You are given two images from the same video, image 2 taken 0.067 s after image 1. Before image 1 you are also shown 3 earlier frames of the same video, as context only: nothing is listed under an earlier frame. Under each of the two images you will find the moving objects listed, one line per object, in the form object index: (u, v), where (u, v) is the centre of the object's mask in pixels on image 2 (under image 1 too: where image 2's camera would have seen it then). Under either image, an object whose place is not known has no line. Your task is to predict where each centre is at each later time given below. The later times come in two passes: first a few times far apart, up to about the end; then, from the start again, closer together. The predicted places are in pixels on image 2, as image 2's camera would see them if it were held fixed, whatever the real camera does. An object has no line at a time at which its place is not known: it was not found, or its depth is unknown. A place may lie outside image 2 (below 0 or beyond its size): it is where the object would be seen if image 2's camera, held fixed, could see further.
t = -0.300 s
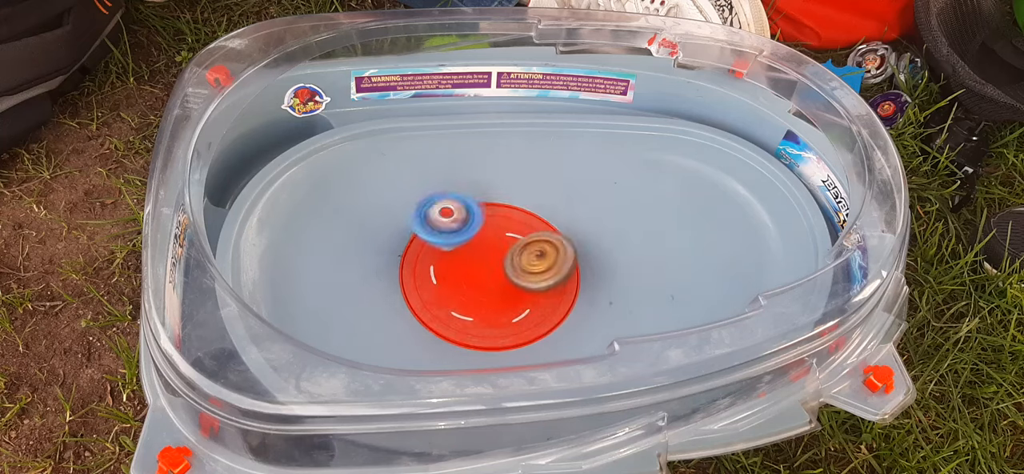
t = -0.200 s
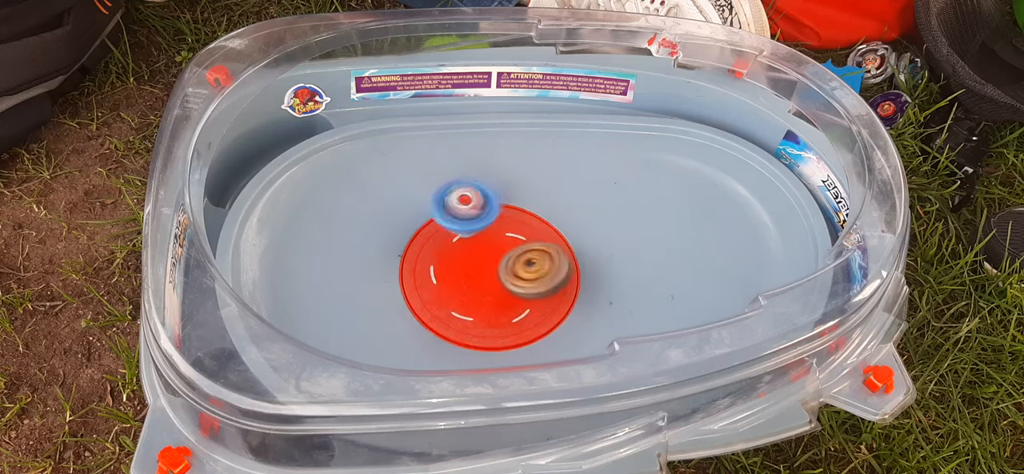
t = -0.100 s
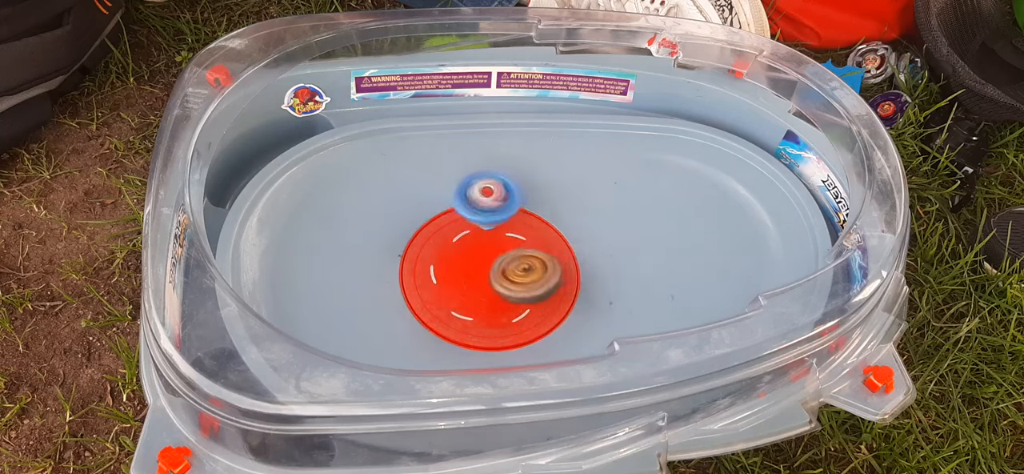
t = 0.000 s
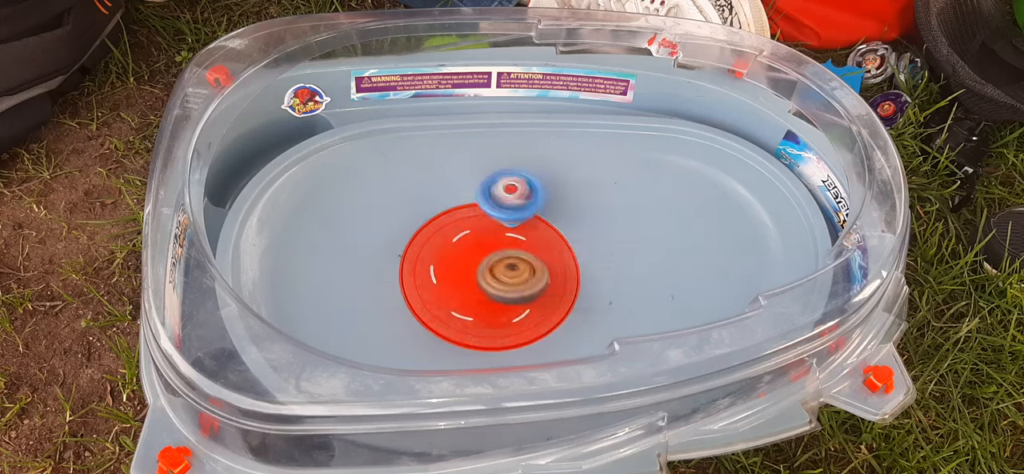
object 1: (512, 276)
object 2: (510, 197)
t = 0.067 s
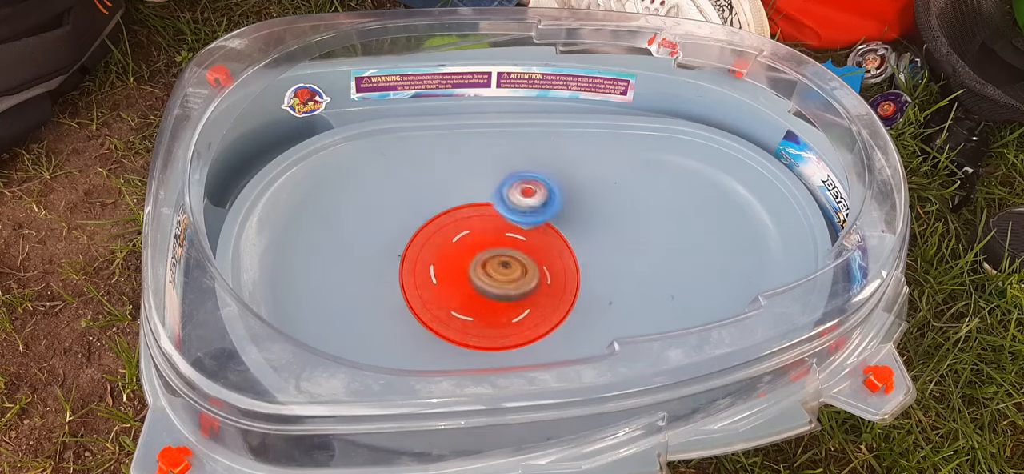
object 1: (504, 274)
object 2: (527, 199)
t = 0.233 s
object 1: (483, 261)
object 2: (555, 214)
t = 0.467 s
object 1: (478, 234)
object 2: (558, 252)
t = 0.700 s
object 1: (495, 218)
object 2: (522, 278)
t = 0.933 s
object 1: (518, 227)
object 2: (478, 278)
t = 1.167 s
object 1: (527, 253)
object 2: (459, 249)
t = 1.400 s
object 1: (508, 273)
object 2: (475, 219)
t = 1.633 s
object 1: (483, 270)
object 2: (511, 206)
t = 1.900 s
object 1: (477, 246)
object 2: (539, 228)
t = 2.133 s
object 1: (489, 227)
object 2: (552, 258)
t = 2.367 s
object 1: (512, 223)
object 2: (528, 273)
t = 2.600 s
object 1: (523, 222)
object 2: (500, 301)
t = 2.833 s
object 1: (516, 242)
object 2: (487, 292)
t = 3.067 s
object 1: (505, 241)
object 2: (471, 289)
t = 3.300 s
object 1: (496, 239)
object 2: (476, 297)
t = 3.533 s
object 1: (497, 236)
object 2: (486, 287)
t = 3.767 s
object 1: (507, 236)
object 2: (497, 288)
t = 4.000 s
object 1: (514, 239)
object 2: (510, 306)
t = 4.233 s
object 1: (515, 242)
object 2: (526, 297)
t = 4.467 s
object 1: (510, 236)
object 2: (524, 299)
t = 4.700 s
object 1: (512, 237)
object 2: (494, 296)
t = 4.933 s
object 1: (516, 227)
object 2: (474, 318)
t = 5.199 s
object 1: (495, 233)
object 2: (491, 317)
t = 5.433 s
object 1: (488, 233)
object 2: (489, 317)
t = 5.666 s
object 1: (493, 249)
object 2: (490, 317)
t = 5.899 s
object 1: (482, 250)
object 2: (489, 317)
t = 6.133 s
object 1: (480, 248)
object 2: (489, 317)
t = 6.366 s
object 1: (490, 259)
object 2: (489, 317)
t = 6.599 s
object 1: (493, 255)
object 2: (489, 317)
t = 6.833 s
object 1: (494, 254)
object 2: (489, 317)
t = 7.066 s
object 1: (494, 254)
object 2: (489, 317)
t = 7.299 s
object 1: (494, 254)
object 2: (489, 317)
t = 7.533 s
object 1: (494, 254)
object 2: (489, 317)
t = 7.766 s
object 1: (494, 254)
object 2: (489, 317)
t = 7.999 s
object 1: (494, 254)
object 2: (489, 317)
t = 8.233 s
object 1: (494, 254)
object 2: (489, 317)
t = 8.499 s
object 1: (494, 254)
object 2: (489, 317)
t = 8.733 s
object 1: (494, 254)
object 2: (489, 317)
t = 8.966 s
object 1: (494, 254)
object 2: (489, 317)
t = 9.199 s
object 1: (494, 254)
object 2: (489, 317)
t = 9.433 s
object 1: (494, 254)
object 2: (489, 317)
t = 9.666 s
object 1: (494, 254)
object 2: (489, 317)
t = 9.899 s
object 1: (494, 254)
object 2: (489, 317)
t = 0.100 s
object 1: (499, 273)
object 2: (533, 202)
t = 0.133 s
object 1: (494, 270)
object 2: (540, 204)
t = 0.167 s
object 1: (491, 268)
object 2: (546, 207)
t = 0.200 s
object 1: (487, 265)
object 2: (550, 211)
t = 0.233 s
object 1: (483, 261)
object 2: (555, 214)
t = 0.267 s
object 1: (481, 258)
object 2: (559, 219)
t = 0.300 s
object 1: (478, 254)
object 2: (560, 224)
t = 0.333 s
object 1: (478, 250)
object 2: (562, 229)
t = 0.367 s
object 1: (476, 246)
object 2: (563, 235)
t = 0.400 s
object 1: (477, 242)
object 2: (561, 241)
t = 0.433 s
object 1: (476, 238)
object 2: (561, 245)
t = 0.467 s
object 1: (478, 234)
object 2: (558, 252)
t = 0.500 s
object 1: (478, 231)
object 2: (555, 256)
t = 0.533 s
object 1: (482, 227)
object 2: (551, 261)
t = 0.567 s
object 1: (483, 225)
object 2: (545, 266)
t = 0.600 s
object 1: (486, 223)
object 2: (541, 270)
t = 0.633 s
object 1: (489, 220)
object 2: (536, 273)
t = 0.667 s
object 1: (492, 219)
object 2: (529, 276)
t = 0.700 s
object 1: (495, 218)
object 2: (522, 278)
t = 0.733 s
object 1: (499, 218)
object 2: (517, 280)
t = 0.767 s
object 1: (503, 217)
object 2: (509, 281)
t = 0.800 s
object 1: (507, 218)
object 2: (501, 282)
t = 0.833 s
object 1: (509, 220)
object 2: (496, 282)
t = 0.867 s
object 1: (511, 222)
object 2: (488, 281)
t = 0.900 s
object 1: (515, 223)
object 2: (483, 279)
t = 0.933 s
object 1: (518, 227)
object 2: (478, 278)
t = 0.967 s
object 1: (520, 229)
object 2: (472, 275)
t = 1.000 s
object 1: (523, 233)
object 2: (468, 271)
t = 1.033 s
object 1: (525, 237)
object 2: (464, 268)
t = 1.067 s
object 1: (526, 242)
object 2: (460, 263)
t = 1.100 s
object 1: (527, 245)
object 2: (460, 259)
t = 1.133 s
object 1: (527, 250)
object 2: (459, 253)
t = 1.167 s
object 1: (527, 253)
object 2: (459, 249)
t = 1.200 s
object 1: (525, 257)
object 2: (459, 244)
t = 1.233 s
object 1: (524, 260)
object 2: (460, 239)
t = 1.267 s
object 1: (521, 264)
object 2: (464, 233)
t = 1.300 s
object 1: (518, 266)
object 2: (466, 230)
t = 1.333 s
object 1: (515, 270)
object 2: (469, 226)
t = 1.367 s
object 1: (512, 271)
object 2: (472, 222)
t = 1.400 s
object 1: (508, 273)
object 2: (475, 219)
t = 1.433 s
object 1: (505, 274)
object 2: (481, 215)
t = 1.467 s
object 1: (502, 275)
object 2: (485, 213)
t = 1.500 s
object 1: (497, 275)
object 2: (490, 209)
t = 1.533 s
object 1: (493, 274)
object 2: (495, 208)
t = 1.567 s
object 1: (490, 273)
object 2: (500, 206)
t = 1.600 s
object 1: (486, 272)
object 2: (506, 205)
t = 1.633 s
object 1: (483, 270)
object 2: (511, 206)
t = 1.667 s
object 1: (480, 268)
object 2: (516, 206)
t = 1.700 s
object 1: (478, 265)
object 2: (521, 207)
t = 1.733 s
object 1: (476, 263)
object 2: (525, 210)
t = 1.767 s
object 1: (476, 260)
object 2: (529, 212)
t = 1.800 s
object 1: (475, 257)
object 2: (533, 216)
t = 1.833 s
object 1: (475, 253)
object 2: (535, 220)
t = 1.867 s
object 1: (476, 250)
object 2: (538, 224)
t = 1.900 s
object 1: (477, 246)
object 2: (539, 228)
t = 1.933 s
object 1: (477, 242)
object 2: (541, 232)
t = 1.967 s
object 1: (478, 238)
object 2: (545, 236)
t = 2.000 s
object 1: (479, 236)
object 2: (547, 240)
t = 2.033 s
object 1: (480, 232)
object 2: (550, 245)
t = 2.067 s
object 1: (483, 230)
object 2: (551, 249)
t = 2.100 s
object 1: (486, 227)
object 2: (553, 253)
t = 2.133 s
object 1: (489, 227)
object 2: (552, 258)
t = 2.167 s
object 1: (491, 225)
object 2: (551, 261)
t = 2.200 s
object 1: (496, 224)
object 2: (550, 264)
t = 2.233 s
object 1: (499, 224)
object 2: (546, 267)
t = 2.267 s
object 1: (502, 223)
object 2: (543, 269)
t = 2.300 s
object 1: (505, 223)
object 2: (538, 271)
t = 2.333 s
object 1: (509, 223)
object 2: (532, 272)
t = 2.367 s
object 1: (512, 223)
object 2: (528, 273)
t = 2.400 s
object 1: (517, 223)
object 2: (523, 274)
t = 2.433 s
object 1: (519, 223)
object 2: (519, 283)
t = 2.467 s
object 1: (522, 221)
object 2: (519, 289)
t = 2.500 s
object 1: (522, 220)
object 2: (511, 292)
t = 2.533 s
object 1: (522, 220)
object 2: (506, 297)
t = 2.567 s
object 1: (523, 221)
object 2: (504, 300)
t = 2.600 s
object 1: (523, 222)
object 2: (500, 301)
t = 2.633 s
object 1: (522, 225)
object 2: (495, 301)
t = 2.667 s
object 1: (523, 226)
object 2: (493, 303)
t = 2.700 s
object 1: (524, 230)
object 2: (492, 302)
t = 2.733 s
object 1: (521, 235)
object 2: (490, 300)
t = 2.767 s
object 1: (520, 237)
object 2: (488, 298)
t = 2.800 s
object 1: (518, 241)
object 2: (489, 297)
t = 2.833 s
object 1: (516, 242)
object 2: (487, 292)
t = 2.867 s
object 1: (515, 243)
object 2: (484, 289)
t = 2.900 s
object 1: (514, 242)
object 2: (481, 291)
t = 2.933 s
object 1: (514, 242)
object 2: (482, 291)
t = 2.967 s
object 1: (512, 242)
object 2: (480, 287)
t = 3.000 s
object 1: (510, 241)
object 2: (479, 287)
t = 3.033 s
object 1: (508, 242)
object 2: (475, 287)
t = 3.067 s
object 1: (505, 241)
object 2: (471, 289)
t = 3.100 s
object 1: (503, 241)
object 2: (469, 289)
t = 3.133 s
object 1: (500, 241)
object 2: (468, 290)
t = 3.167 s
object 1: (499, 241)
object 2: (467, 292)
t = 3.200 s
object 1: (497, 241)
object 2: (471, 294)
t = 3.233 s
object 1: (494, 241)
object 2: (475, 293)
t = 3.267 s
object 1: (494, 239)
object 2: (474, 295)
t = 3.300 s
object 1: (496, 239)
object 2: (476, 297)
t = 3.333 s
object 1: (495, 240)
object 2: (476, 300)
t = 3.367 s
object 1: (492, 239)
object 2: (476, 299)
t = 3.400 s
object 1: (493, 236)
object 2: (477, 297)
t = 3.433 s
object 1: (495, 238)
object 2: (478, 297)
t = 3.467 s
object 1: (494, 238)
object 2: (480, 293)
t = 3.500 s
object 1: (494, 236)
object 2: (481, 290)
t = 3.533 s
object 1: (497, 236)
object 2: (486, 287)
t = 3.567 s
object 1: (499, 235)
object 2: (490, 285)
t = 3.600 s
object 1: (501, 235)
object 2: (491, 287)
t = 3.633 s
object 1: (504, 235)
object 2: (495, 290)
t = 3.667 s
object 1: (507, 236)
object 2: (496, 290)
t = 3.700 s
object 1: (507, 237)
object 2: (495, 289)
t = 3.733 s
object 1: (506, 236)
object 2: (495, 288)
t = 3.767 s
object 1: (507, 236)
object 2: (497, 288)
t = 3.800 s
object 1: (509, 238)
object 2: (502, 288)
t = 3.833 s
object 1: (511, 237)
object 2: (504, 294)
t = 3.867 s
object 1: (514, 236)
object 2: (510, 300)
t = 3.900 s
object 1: (516, 237)
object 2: (514, 305)
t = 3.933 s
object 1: (514, 239)
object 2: (513, 306)
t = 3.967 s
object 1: (514, 238)
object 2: (511, 308)
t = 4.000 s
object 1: (514, 239)
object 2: (510, 306)
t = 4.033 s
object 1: (515, 240)
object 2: (512, 304)
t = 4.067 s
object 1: (516, 242)
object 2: (517, 301)
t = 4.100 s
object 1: (515, 244)
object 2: (518, 298)
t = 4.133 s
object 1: (512, 243)
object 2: (518, 295)
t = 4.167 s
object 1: (512, 242)
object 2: (521, 298)
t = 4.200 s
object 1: (514, 241)
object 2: (525, 299)
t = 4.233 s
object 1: (515, 242)
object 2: (526, 297)
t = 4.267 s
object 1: (512, 241)
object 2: (525, 300)
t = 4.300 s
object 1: (512, 238)
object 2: (528, 301)
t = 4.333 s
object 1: (513, 238)
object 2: (530, 302)
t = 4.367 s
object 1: (513, 238)
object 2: (531, 302)
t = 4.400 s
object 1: (511, 237)
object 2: (530, 301)
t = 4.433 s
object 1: (510, 236)
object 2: (528, 299)
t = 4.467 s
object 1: (510, 236)
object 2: (524, 299)
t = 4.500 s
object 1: (511, 234)
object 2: (522, 297)
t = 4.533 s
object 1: (514, 234)
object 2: (518, 295)
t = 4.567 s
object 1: (515, 236)
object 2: (514, 294)
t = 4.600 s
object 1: (513, 238)
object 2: (510, 296)
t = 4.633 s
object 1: (511, 239)
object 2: (504, 297)
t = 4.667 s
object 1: (512, 239)
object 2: (501, 294)
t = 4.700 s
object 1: (512, 237)
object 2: (494, 296)
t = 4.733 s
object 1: (516, 235)
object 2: (491, 308)
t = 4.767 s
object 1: (519, 230)
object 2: (484, 313)
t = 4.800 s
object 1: (520, 228)
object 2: (479, 317)
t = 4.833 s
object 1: (519, 226)
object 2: (473, 319)
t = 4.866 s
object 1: (518, 226)
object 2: (472, 318)
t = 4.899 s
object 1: (517, 226)
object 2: (472, 319)
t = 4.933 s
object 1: (516, 227)
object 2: (474, 318)
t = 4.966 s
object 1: (513, 229)
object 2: (478, 317)
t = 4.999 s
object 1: (511, 228)
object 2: (483, 316)
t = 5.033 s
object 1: (509, 228)
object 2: (487, 317)
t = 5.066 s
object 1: (507, 229)
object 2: (490, 317)
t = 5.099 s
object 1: (504, 230)
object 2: (492, 317)
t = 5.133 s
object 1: (501, 231)
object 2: (492, 317)
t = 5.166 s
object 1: (497, 233)
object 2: (492, 317)
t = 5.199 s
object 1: (495, 233)
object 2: (491, 317)
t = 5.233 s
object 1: (492, 233)
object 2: (491, 317)
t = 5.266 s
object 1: (490, 233)
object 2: (491, 317)
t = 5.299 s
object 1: (490, 232)
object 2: (491, 317)
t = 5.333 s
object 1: (489, 228)
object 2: (491, 317)
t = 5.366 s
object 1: (489, 228)
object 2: (490, 317)
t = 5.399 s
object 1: (488, 230)
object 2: (490, 317)
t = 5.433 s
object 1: (488, 233)
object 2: (489, 317)
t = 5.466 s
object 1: (486, 236)
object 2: (490, 317)
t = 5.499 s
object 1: (486, 239)
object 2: (490, 317)
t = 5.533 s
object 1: (487, 240)
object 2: (490, 317)
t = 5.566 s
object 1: (487, 241)
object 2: (490, 317)
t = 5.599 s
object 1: (489, 243)
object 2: (490, 317)
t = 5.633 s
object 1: (492, 246)
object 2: (490, 317)
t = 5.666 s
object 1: (493, 249)
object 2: (490, 317)
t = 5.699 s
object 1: (493, 250)
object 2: (490, 316)
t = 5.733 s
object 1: (492, 250)
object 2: (490, 317)
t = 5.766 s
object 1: (489, 251)
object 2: (490, 317)
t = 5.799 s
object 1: (485, 251)
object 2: (490, 317)
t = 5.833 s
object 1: (484, 252)
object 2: (489, 317)
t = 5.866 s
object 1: (483, 251)
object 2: (489, 317)
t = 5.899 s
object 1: (482, 250)
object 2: (489, 317)
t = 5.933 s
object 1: (481, 250)
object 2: (489, 317)
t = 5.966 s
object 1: (480, 251)
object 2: (489, 317)
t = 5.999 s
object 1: (478, 252)
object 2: (489, 317)
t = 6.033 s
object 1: (476, 250)
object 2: (489, 317)
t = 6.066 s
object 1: (476, 248)
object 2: (489, 317)
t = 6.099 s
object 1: (478, 247)
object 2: (489, 317)
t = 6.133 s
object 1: (480, 248)
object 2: (489, 317)
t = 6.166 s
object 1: (484, 249)
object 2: (489, 317)
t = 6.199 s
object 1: (490, 250)
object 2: (489, 317)
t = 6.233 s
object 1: (492, 254)
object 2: (489, 317)
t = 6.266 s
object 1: (492, 257)
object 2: (489, 317)
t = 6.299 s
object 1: (491, 258)
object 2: (489, 317)
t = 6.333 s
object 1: (490, 259)
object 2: (489, 317)
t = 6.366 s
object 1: (490, 259)
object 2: (489, 317)
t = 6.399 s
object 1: (490, 258)
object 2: (489, 317)
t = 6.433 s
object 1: (490, 257)
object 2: (489, 317)
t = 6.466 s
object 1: (491, 257)
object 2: (489, 317)
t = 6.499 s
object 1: (492, 256)
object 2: (489, 317)
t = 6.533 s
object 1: (493, 255)
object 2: (489, 317)
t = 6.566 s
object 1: (493, 255)
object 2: (489, 317)
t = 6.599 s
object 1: (493, 255)
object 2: (489, 317)
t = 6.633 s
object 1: (493, 255)
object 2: (489, 317)
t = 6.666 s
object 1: (494, 255)
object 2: (489, 317)
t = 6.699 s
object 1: (494, 254)
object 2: (489, 317)
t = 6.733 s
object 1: (494, 254)
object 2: (489, 317)
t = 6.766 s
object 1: (494, 254)
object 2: (489, 317)
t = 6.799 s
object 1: (494, 254)
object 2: (489, 317)
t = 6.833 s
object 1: (494, 254)
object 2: (489, 317)
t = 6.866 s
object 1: (494, 254)
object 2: (489, 317)
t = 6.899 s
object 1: (494, 254)
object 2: (489, 317)
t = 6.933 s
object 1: (494, 254)
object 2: (489, 317)
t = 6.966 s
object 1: (494, 254)
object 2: (489, 317)
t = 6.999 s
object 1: (494, 254)
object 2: (489, 317)
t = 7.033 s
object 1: (494, 254)
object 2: (489, 317)
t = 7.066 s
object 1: (494, 254)
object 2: (489, 317)
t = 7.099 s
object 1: (494, 254)
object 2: (489, 317)
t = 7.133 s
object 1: (494, 254)
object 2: (489, 317)
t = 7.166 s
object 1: (494, 254)
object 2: (489, 317)
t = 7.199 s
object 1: (494, 254)
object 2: (489, 317)
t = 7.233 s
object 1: (494, 254)
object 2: (489, 317)
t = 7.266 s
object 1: (494, 254)
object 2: (489, 317)
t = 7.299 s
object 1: (494, 254)
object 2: (489, 317)
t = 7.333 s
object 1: (494, 254)
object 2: (489, 317)
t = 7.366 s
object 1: (494, 254)
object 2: (489, 317)
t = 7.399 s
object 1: (494, 254)
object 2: (489, 317)
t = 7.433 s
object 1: (494, 254)
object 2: (489, 317)
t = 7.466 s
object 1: (494, 254)
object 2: (489, 317)
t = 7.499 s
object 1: (494, 254)
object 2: (489, 317)
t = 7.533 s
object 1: (494, 254)
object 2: (489, 317)
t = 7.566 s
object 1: (494, 254)
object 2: (489, 317)
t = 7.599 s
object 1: (494, 254)
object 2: (489, 317)
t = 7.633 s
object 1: (494, 254)
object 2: (489, 317)
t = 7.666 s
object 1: (494, 254)
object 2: (489, 317)
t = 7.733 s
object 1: (494, 254)
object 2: (489, 317)
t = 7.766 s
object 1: (494, 254)
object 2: (489, 317)
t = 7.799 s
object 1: (494, 254)
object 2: (489, 317)
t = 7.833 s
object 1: (494, 254)
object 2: (489, 317)
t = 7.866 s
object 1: (494, 254)
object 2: (489, 317)
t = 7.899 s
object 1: (494, 254)
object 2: (489, 317)
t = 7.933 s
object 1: (494, 254)
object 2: (489, 317)
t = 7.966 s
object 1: (494, 254)
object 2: (489, 317)
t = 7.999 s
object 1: (494, 254)
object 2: (489, 317)
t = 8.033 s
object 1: (494, 254)
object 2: (489, 317)
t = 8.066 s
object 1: (494, 254)
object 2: (489, 317)
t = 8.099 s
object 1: (494, 254)
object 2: (489, 317)
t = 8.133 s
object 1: (494, 254)
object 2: (489, 317)
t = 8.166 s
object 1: (494, 254)
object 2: (489, 317)
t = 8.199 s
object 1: (494, 254)
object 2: (489, 317)
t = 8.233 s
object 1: (494, 254)
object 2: (489, 317)
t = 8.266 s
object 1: (494, 254)
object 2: (489, 317)
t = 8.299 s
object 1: (494, 254)
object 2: (489, 317)
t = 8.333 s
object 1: (494, 254)
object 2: (489, 317)
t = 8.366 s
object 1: (494, 254)
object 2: (489, 317)
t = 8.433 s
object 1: (494, 254)
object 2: (489, 317)
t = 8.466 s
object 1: (494, 254)
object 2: (489, 317)
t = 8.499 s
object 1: (494, 254)
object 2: (489, 317)
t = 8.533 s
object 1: (494, 254)
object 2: (489, 317)
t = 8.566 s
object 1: (494, 254)
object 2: (489, 317)
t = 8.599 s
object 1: (494, 254)
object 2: (489, 317)
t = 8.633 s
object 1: (494, 254)
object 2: (489, 317)
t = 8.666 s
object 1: (494, 254)
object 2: (489, 317)
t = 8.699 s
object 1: (494, 254)
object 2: (489, 317)
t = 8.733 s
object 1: (494, 254)
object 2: (489, 317)
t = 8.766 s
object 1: (494, 254)
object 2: (489, 317)
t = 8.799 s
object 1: (494, 254)
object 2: (489, 317)
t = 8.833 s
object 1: (494, 254)
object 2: (489, 317)
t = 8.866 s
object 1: (494, 254)
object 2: (489, 317)
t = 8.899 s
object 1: (494, 254)
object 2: (489, 317)
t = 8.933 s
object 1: (494, 254)
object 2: (489, 317)
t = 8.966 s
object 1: (494, 254)
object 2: (489, 317)
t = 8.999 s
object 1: (494, 254)
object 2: (489, 317)
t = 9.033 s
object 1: (494, 254)
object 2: (489, 317)
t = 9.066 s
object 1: (494, 254)
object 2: (489, 317)
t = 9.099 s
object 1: (494, 254)
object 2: (489, 317)
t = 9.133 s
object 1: (494, 254)
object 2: (489, 317)
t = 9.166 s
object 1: (494, 254)
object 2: (489, 317)
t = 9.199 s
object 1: (494, 254)
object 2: (489, 317)
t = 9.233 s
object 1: (494, 254)
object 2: (489, 317)
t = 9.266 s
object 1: (494, 254)
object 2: (489, 317)
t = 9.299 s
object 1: (494, 254)
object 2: (489, 317)
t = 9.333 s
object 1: (494, 254)
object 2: (489, 317)
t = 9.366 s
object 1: (494, 254)
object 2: (489, 317)
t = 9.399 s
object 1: (494, 254)
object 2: (489, 317)
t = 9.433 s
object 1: (494, 254)
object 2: (489, 317)
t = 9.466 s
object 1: (494, 254)
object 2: (489, 317)
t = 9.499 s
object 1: (494, 254)
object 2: (489, 317)
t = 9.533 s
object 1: (494, 254)
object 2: (489, 317)
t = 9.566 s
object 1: (494, 254)
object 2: (489, 317)
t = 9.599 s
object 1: (494, 254)
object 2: (489, 317)
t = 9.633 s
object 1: (494, 254)
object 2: (489, 317)
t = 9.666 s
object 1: (494, 254)
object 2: (489, 317)
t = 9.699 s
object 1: (494, 254)
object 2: (489, 317)
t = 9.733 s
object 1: (494, 254)
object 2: (489, 317)
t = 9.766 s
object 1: (494, 254)
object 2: (489, 317)
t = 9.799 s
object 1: (494, 254)
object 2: (489, 317)
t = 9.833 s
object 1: (494, 254)
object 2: (489, 317)
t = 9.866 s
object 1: (494, 254)
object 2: (489, 317)
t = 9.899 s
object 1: (494, 254)
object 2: (489, 317)
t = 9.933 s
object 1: (494, 254)
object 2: (489, 317)
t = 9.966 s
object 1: (494, 254)
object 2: (489, 317)
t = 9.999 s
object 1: (494, 254)
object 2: (489, 317)
